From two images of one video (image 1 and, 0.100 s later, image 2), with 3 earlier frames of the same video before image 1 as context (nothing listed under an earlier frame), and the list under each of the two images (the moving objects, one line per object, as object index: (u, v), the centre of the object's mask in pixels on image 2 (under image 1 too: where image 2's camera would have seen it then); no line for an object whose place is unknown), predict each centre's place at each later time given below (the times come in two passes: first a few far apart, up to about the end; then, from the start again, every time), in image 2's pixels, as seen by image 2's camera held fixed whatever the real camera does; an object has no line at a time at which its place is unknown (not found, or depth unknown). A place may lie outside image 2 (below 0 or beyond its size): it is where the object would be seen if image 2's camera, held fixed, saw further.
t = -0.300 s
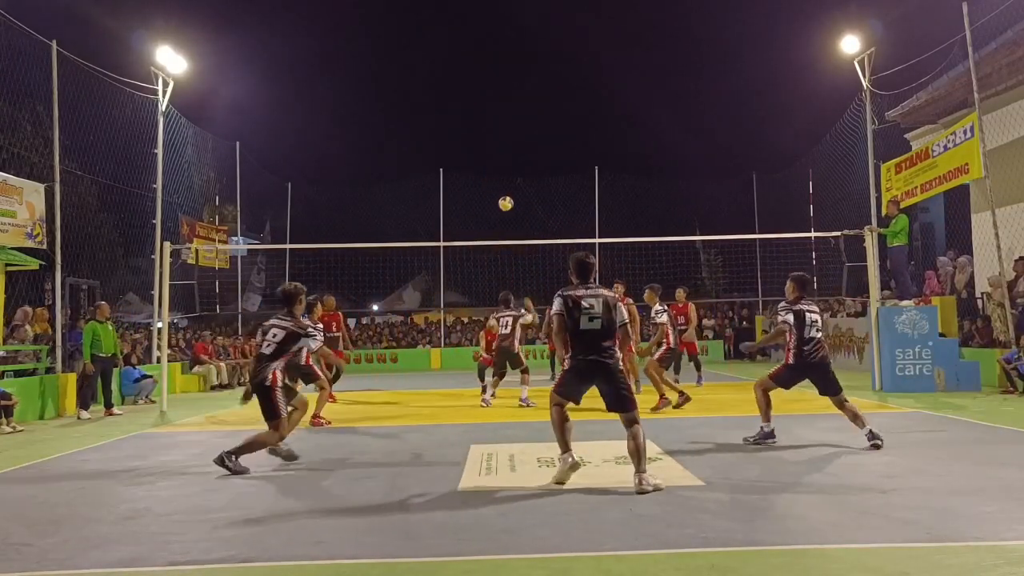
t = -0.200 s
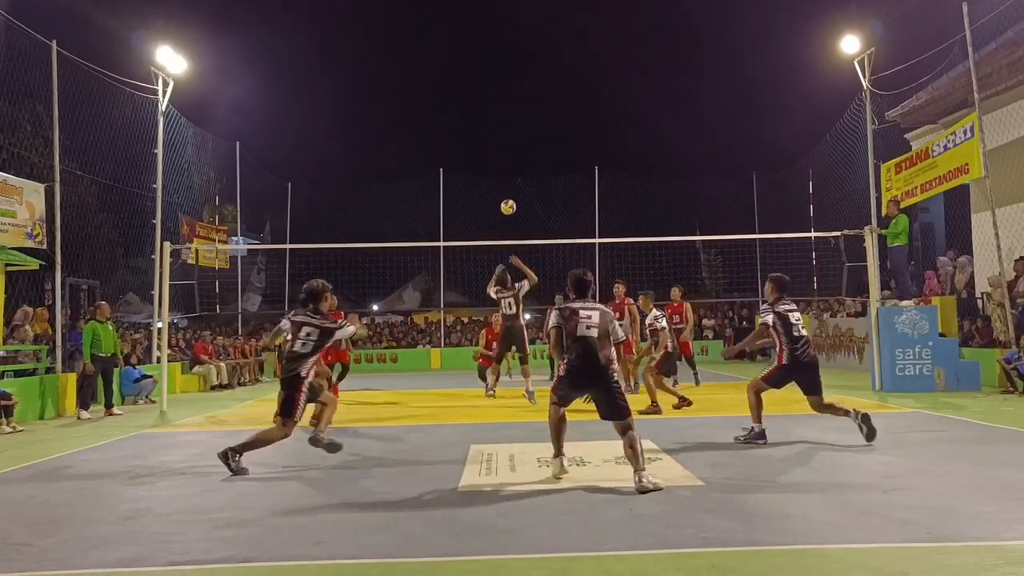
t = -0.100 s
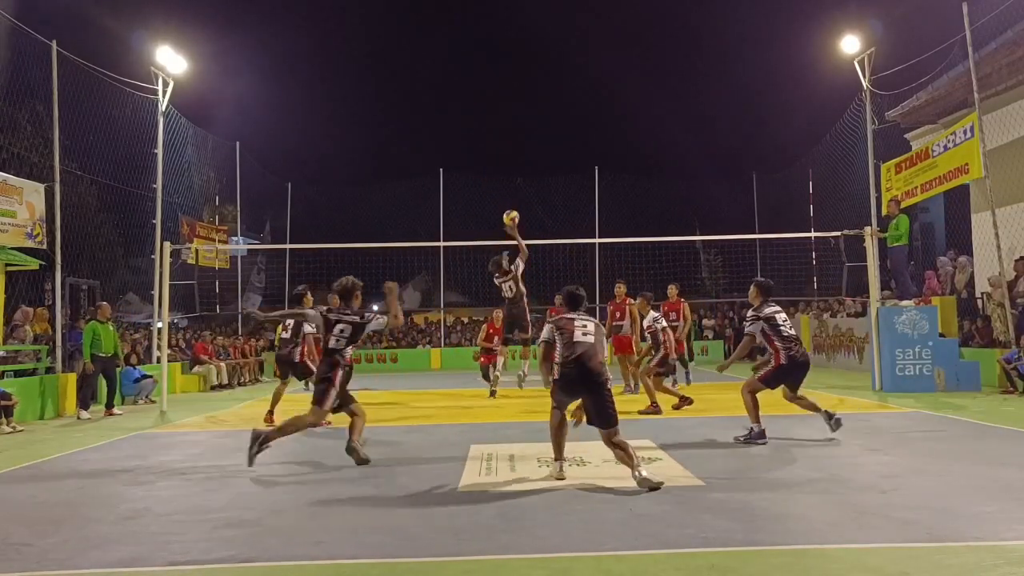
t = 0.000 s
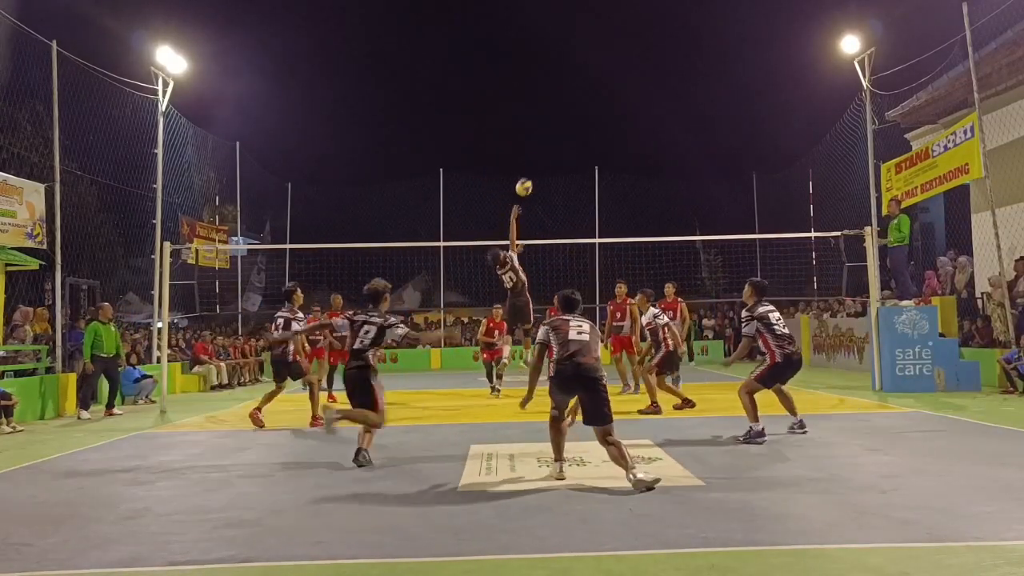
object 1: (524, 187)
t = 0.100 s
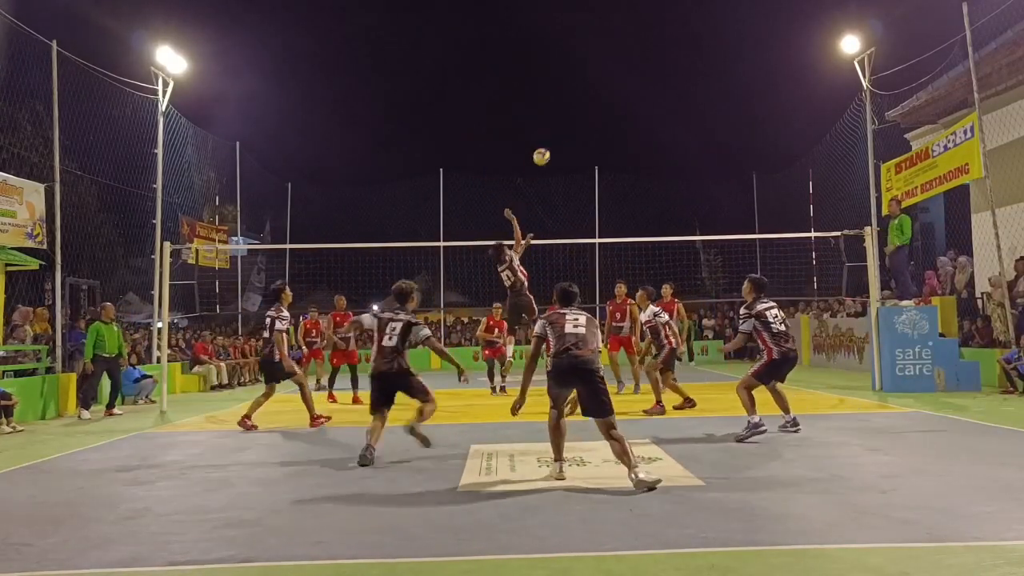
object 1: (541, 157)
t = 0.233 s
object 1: (565, 127)
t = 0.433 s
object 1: (600, 109)
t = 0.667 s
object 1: (642, 123)
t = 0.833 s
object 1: (672, 157)
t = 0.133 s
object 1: (547, 148)
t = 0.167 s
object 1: (553, 140)
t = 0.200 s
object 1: (559, 133)
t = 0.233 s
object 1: (565, 127)
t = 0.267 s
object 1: (570, 122)
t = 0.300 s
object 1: (576, 118)
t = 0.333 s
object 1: (582, 114)
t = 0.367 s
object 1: (588, 112)
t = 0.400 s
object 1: (594, 110)
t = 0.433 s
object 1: (600, 109)
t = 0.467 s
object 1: (606, 108)
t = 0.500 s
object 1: (612, 109)
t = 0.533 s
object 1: (618, 110)
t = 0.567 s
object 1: (624, 112)
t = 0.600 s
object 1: (630, 115)
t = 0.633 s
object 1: (636, 119)
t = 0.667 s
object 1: (642, 123)
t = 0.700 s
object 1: (648, 128)
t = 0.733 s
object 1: (654, 135)
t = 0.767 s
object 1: (660, 141)
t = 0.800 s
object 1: (666, 149)
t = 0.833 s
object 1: (672, 157)
